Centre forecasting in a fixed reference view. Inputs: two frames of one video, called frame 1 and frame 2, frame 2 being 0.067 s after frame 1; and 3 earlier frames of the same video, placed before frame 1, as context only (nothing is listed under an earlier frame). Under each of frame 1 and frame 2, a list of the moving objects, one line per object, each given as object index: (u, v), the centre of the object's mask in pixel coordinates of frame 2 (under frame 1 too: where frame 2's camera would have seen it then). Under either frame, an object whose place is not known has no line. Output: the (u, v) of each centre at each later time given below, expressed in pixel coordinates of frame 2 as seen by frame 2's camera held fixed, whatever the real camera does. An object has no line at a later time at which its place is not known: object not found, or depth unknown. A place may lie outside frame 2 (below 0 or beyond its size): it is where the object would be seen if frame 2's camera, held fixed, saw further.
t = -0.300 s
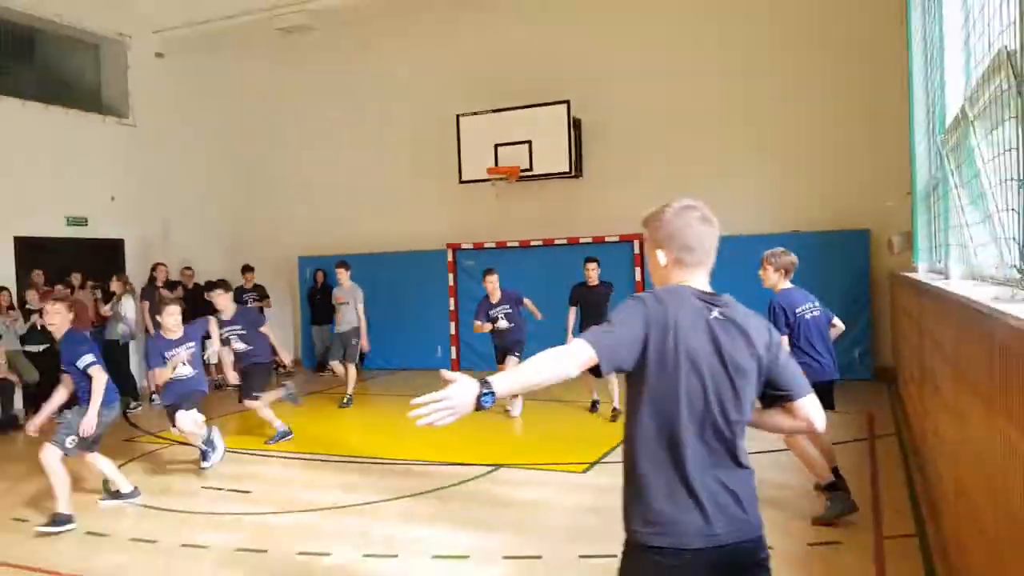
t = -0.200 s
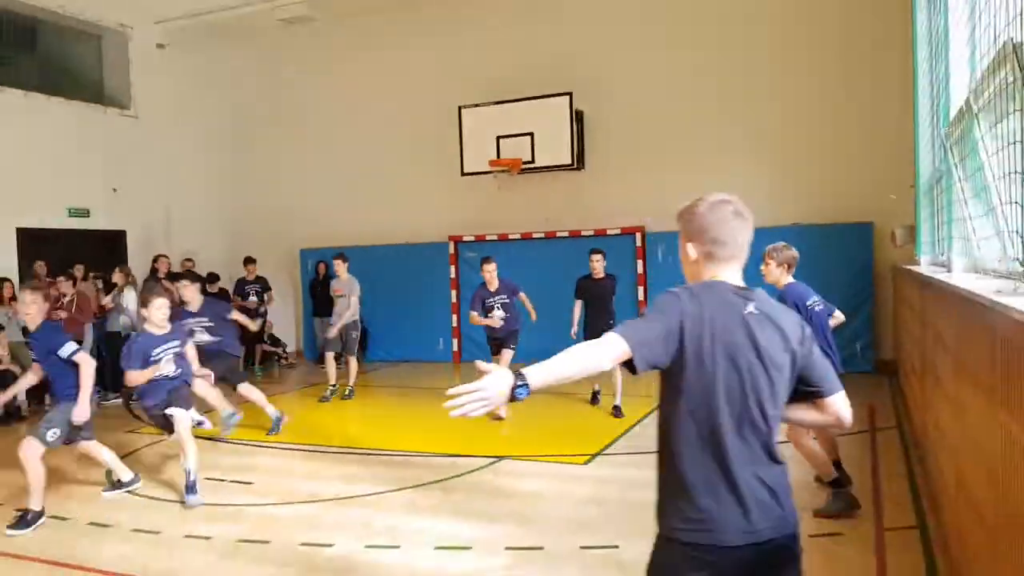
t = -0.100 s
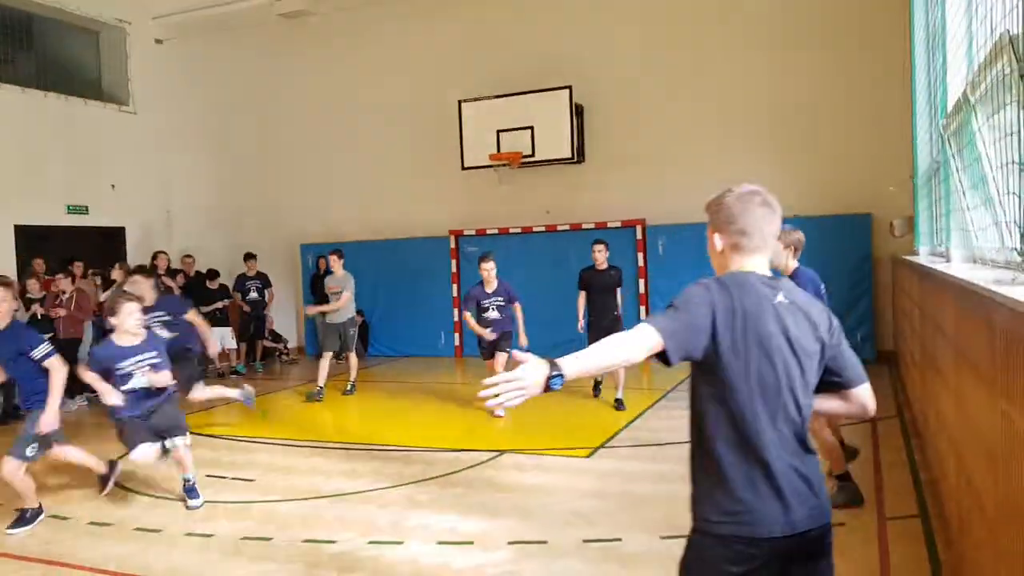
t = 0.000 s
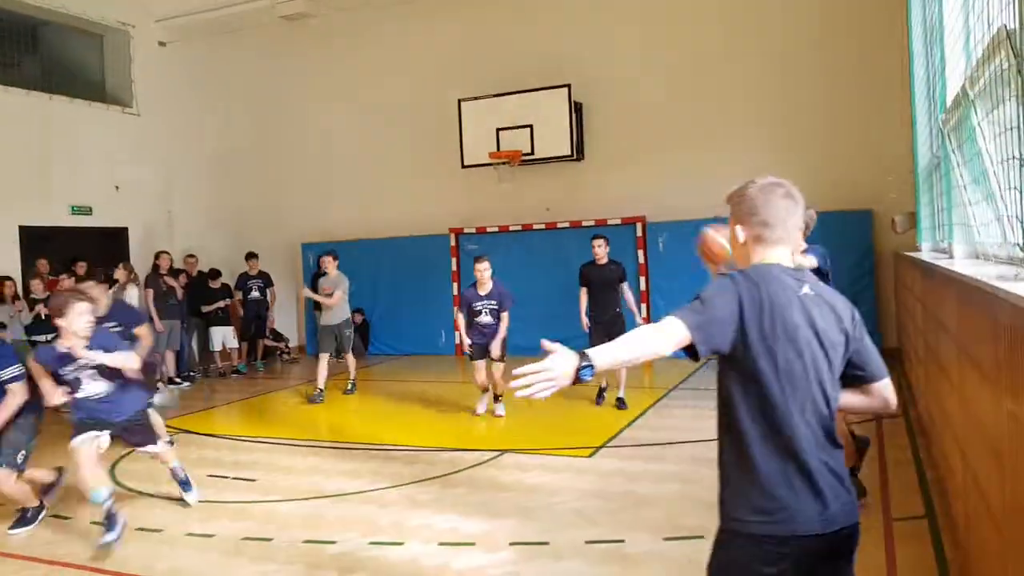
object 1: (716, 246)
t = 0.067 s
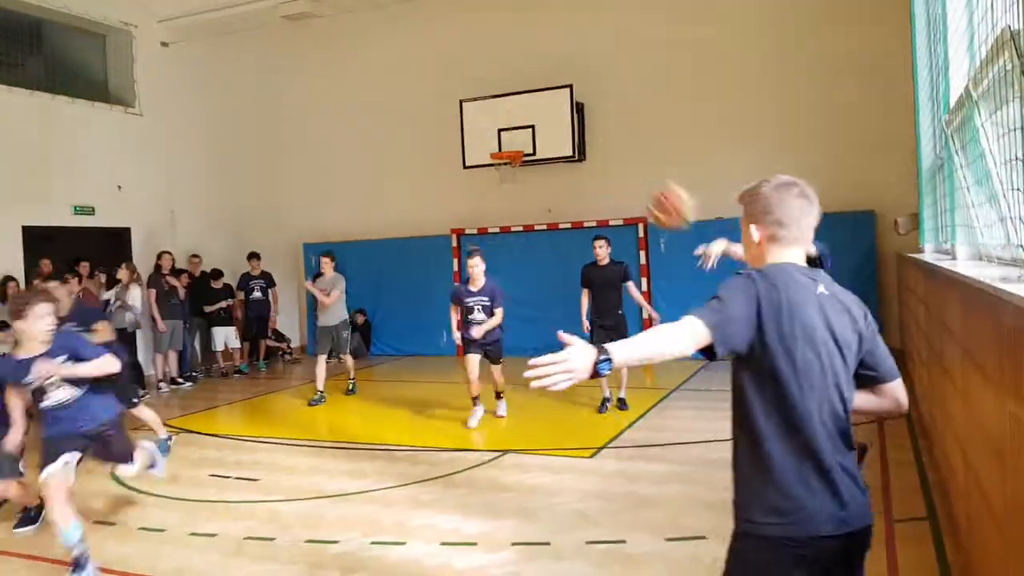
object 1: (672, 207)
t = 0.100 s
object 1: (643, 185)
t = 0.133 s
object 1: (614, 163)
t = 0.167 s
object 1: (581, 142)
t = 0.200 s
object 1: (539, 121)
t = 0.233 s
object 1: (493, 100)
